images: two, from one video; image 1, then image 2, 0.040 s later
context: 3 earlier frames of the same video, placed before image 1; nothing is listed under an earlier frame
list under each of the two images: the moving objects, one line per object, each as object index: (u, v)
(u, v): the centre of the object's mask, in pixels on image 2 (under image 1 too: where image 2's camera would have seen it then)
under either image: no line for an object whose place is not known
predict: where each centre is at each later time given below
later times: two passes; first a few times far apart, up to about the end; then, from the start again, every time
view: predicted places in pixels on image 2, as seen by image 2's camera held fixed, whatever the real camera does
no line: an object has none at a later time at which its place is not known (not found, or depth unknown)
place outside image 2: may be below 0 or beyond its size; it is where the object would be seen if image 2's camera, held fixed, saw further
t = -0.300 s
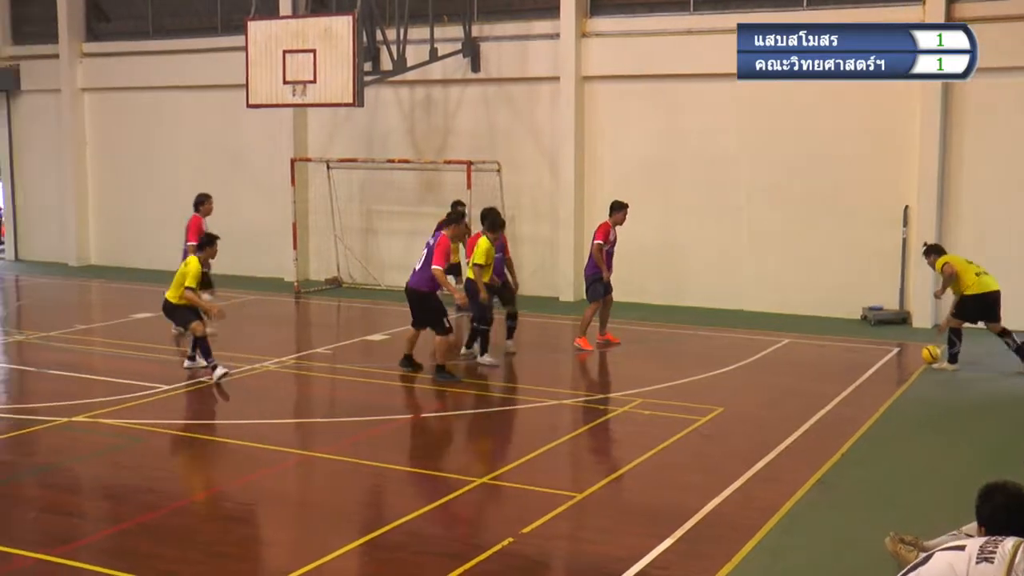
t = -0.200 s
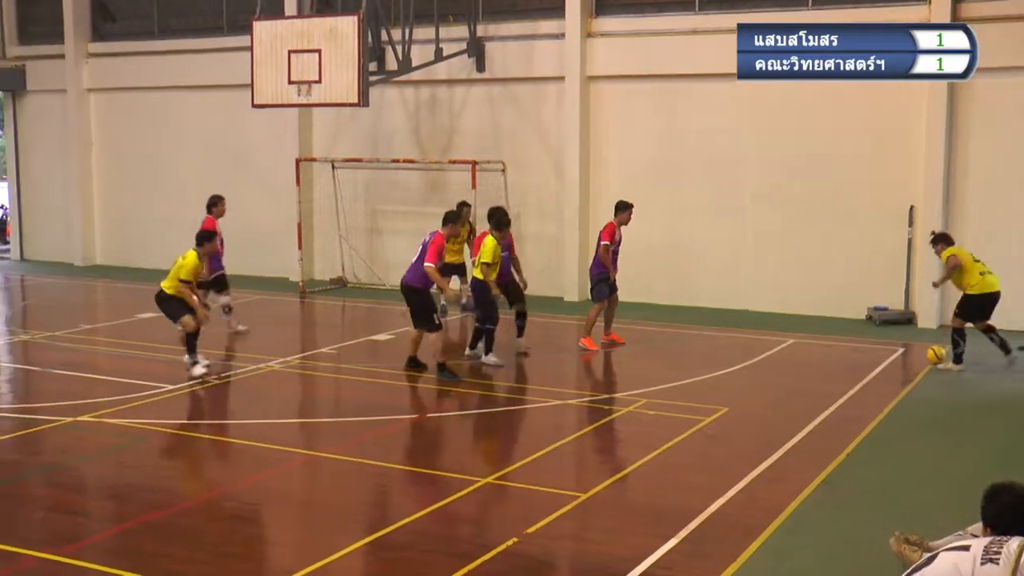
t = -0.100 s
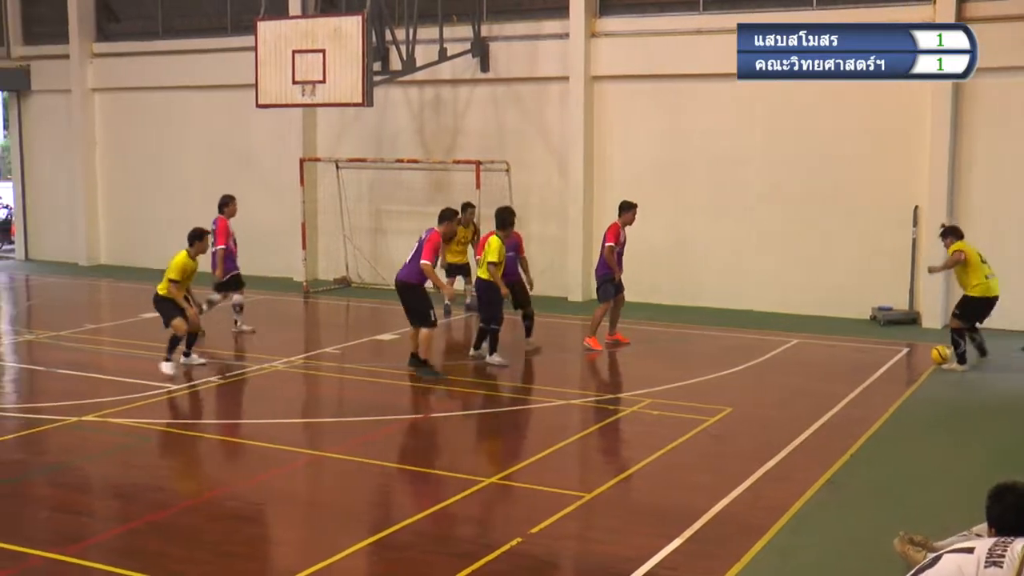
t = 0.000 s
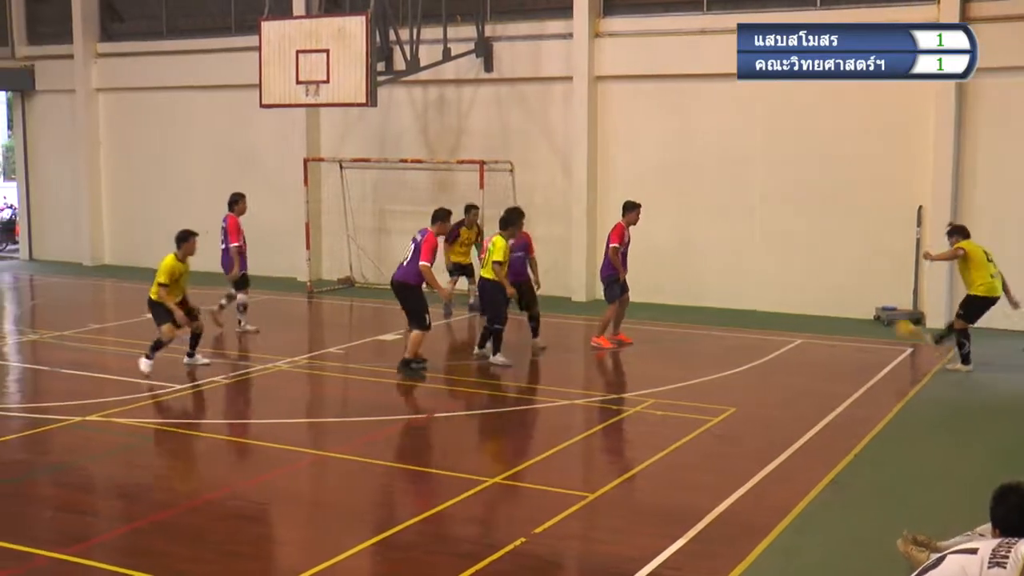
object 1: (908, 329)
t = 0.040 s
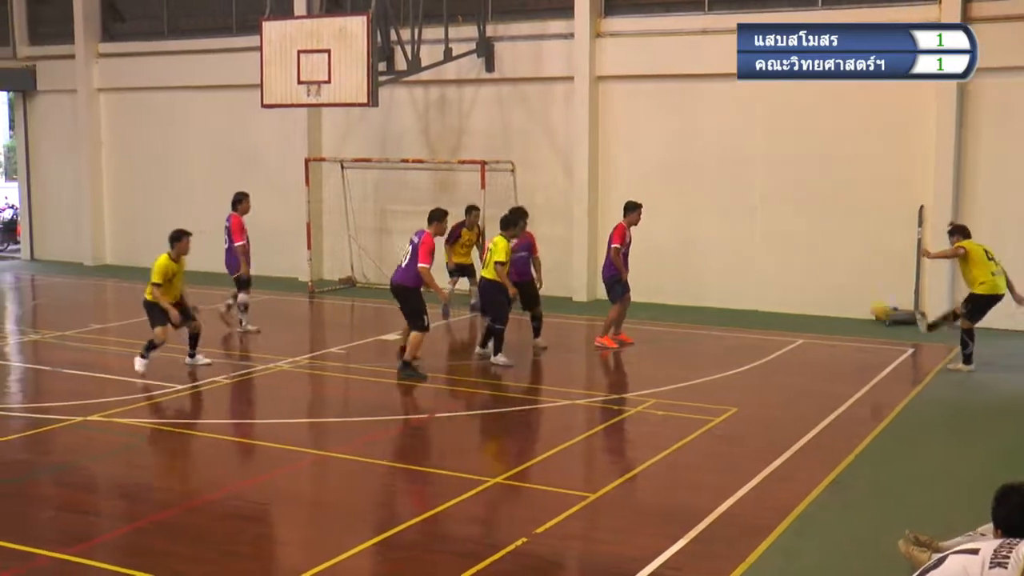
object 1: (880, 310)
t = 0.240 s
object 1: (747, 227)
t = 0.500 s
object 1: (575, 175)
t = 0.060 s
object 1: (867, 301)
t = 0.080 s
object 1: (854, 291)
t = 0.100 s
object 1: (841, 282)
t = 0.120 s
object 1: (827, 273)
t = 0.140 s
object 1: (814, 265)
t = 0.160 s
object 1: (801, 256)
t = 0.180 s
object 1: (788, 249)
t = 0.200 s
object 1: (774, 242)
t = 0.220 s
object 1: (760, 235)
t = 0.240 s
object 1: (747, 227)
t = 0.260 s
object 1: (734, 221)
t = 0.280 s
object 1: (720, 215)
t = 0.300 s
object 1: (707, 210)
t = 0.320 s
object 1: (694, 205)
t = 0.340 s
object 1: (681, 200)
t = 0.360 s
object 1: (667, 195)
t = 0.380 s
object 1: (654, 191)
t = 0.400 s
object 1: (640, 187)
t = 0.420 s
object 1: (626, 184)
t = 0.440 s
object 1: (614, 181)
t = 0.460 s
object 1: (601, 177)
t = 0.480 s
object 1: (588, 176)
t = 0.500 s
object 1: (575, 175)
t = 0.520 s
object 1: (561, 174)
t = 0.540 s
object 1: (549, 171)
